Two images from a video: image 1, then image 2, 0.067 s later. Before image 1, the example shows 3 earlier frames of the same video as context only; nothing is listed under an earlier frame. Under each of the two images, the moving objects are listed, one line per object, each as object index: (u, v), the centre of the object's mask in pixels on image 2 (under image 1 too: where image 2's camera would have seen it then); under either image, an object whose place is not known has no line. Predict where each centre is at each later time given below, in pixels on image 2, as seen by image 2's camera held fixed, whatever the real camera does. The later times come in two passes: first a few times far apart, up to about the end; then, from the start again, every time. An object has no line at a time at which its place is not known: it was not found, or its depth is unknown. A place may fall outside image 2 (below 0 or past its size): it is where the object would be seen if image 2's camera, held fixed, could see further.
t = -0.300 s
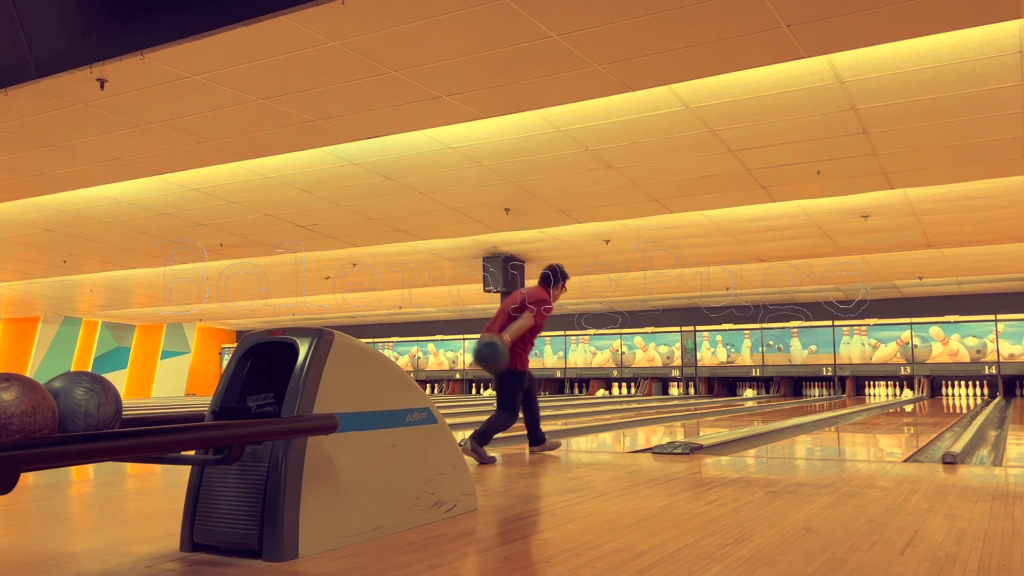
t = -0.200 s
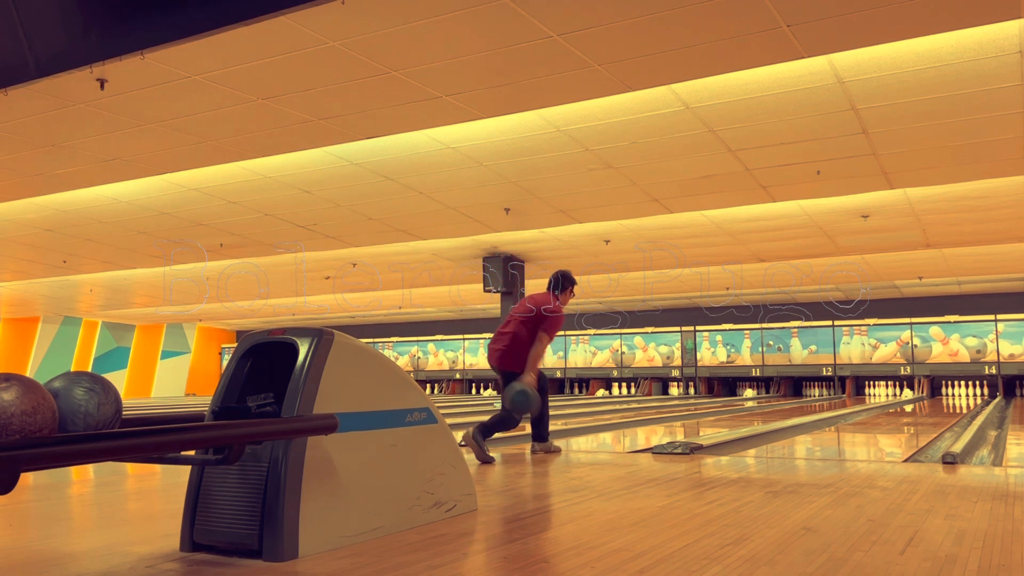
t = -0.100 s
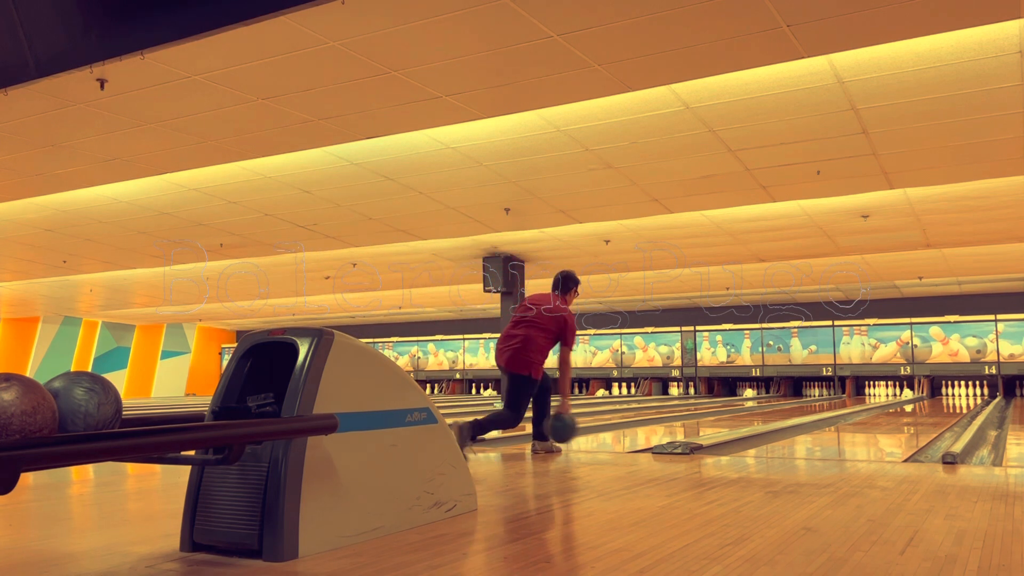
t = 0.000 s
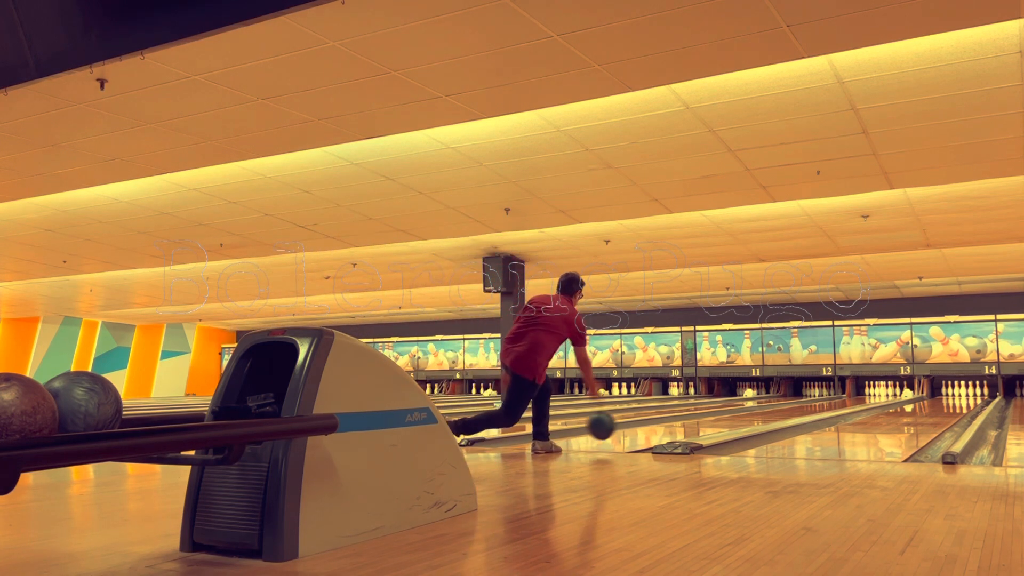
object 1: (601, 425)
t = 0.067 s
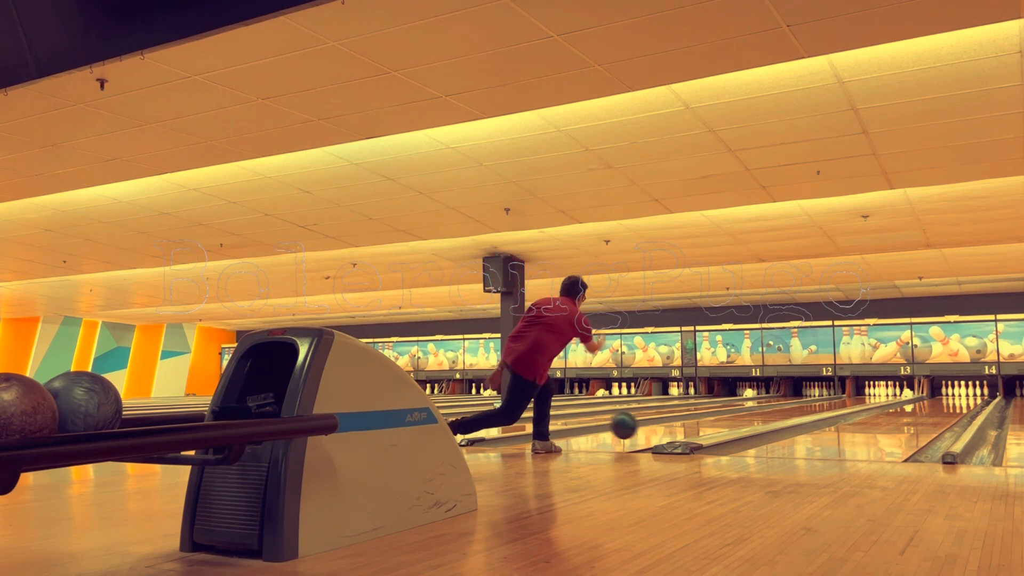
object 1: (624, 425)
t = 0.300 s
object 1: (687, 421)
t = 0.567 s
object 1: (736, 414)
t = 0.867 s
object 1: (776, 408)
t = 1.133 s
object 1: (803, 404)
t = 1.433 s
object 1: (825, 402)
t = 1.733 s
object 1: (843, 399)
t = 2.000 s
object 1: (856, 396)
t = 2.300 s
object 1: (867, 395)
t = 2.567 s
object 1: (875, 394)
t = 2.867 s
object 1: (883, 393)
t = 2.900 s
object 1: (884, 393)
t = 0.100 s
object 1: (634, 427)
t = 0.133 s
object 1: (644, 428)
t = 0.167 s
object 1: (654, 426)
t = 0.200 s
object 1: (662, 425)
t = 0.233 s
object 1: (671, 424)
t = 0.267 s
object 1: (679, 423)
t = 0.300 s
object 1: (687, 421)
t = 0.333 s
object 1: (694, 420)
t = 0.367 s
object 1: (701, 419)
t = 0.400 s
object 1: (708, 417)
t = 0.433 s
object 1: (714, 417)
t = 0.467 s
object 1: (720, 416)
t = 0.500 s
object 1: (726, 415)
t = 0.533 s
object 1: (731, 415)
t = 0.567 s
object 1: (736, 414)
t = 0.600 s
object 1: (742, 413)
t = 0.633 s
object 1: (747, 412)
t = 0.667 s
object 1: (751, 412)
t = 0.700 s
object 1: (756, 411)
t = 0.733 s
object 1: (760, 410)
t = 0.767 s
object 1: (764, 410)
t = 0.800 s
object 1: (768, 409)
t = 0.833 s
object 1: (772, 409)
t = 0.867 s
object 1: (776, 408)
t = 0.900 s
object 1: (780, 408)
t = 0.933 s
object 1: (784, 407)
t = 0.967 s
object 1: (787, 407)
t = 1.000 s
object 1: (791, 406)
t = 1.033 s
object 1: (793, 406)
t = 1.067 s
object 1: (797, 405)
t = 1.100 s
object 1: (800, 405)
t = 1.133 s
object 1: (803, 404)
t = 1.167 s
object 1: (805, 404)
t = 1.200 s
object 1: (808, 404)
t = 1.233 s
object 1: (811, 403)
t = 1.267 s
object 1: (813, 403)
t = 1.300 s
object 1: (816, 403)
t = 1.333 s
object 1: (819, 403)
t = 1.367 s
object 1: (821, 402)
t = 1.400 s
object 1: (823, 401)
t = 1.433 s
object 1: (825, 402)
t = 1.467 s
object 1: (828, 401)
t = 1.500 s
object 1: (830, 401)
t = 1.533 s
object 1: (832, 400)
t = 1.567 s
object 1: (834, 400)
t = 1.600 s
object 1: (836, 400)
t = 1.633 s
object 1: (838, 399)
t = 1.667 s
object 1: (840, 399)
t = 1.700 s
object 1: (842, 399)
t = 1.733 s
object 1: (843, 399)
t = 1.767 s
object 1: (845, 398)
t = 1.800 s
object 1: (846, 398)
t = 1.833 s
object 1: (848, 398)
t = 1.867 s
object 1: (850, 397)
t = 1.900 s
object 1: (851, 397)
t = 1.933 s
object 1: (853, 397)
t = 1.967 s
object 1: (854, 396)
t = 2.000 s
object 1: (856, 396)
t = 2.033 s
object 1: (857, 396)
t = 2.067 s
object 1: (858, 396)
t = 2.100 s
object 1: (860, 396)
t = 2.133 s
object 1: (861, 396)
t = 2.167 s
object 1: (863, 395)
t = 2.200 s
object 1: (864, 395)
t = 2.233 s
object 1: (865, 395)
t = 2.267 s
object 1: (865, 395)
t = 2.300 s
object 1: (867, 395)
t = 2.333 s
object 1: (869, 395)
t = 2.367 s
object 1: (869, 395)
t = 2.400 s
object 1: (870, 395)
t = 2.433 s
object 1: (871, 394)
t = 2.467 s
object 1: (872, 394)
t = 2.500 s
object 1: (873, 394)
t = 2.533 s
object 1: (874, 394)
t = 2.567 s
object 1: (875, 394)
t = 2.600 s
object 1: (876, 394)
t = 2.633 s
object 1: (877, 393)
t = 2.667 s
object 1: (878, 393)
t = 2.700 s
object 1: (878, 393)
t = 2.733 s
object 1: (880, 393)
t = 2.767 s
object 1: (881, 393)
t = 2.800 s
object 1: (882, 393)
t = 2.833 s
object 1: (883, 393)
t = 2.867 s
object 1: (883, 393)
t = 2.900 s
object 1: (884, 393)
